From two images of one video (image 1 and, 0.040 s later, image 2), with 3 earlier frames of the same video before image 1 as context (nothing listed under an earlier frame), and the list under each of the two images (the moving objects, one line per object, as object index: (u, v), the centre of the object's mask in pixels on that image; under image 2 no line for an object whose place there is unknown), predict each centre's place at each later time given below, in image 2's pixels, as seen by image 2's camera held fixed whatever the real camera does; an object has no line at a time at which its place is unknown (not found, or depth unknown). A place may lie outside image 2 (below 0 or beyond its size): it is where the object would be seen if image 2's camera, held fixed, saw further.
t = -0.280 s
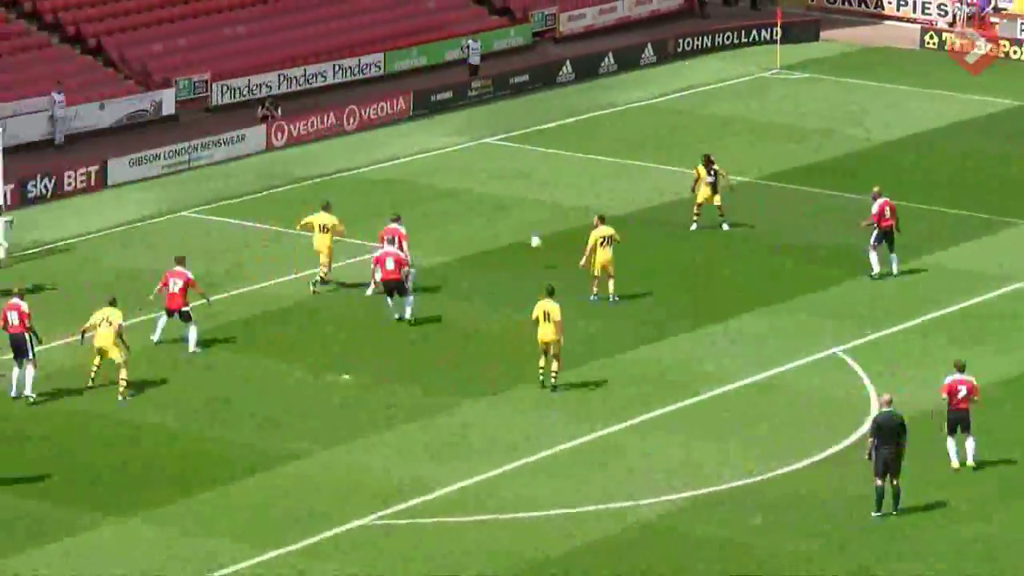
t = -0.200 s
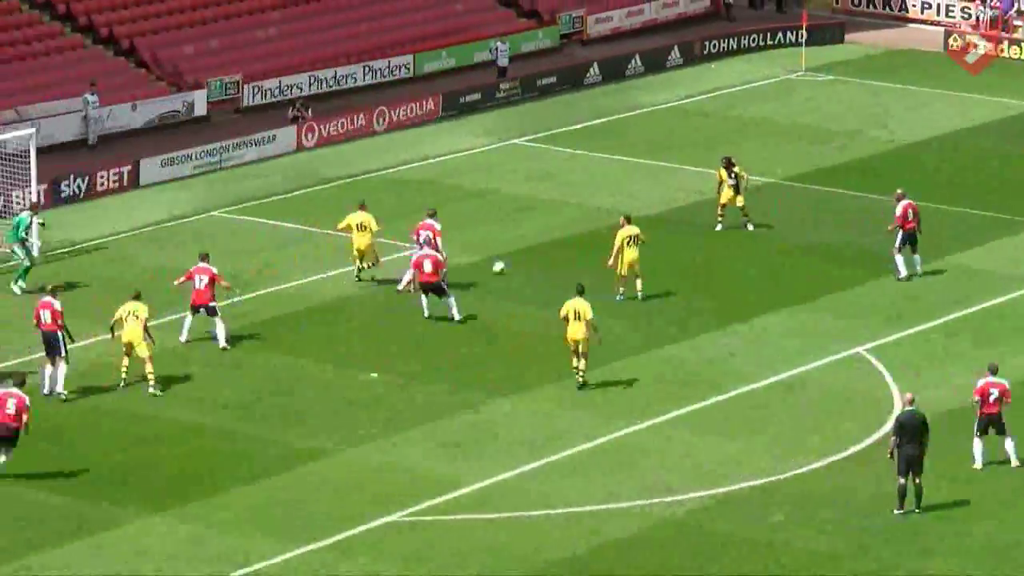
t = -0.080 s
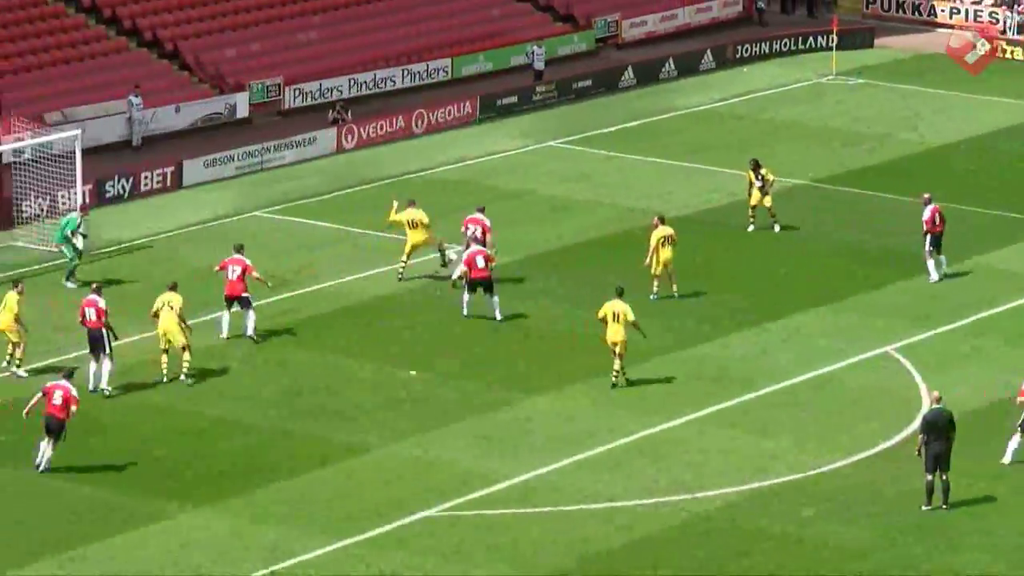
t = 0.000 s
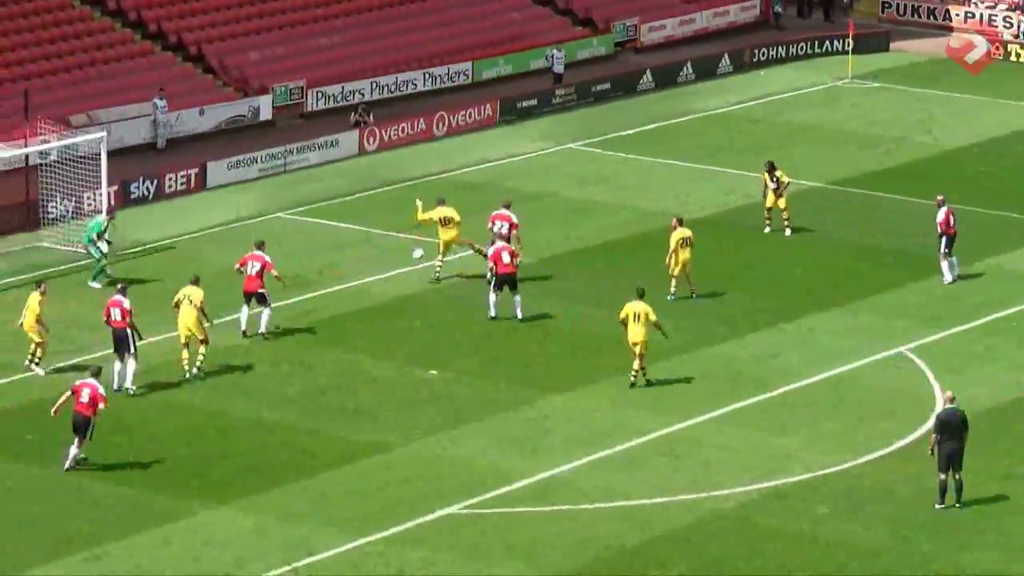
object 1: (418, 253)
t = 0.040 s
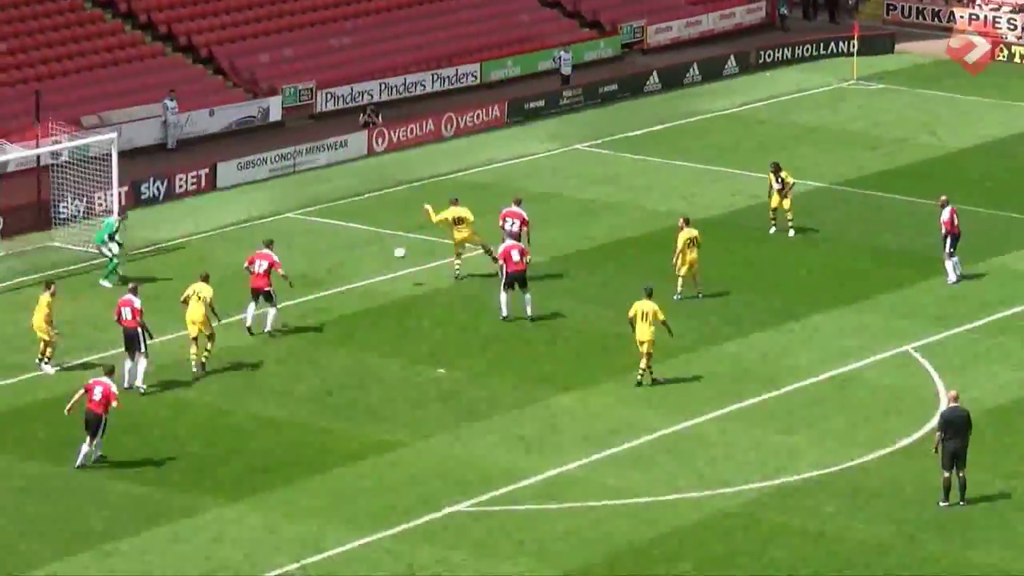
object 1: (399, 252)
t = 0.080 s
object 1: (372, 252)
